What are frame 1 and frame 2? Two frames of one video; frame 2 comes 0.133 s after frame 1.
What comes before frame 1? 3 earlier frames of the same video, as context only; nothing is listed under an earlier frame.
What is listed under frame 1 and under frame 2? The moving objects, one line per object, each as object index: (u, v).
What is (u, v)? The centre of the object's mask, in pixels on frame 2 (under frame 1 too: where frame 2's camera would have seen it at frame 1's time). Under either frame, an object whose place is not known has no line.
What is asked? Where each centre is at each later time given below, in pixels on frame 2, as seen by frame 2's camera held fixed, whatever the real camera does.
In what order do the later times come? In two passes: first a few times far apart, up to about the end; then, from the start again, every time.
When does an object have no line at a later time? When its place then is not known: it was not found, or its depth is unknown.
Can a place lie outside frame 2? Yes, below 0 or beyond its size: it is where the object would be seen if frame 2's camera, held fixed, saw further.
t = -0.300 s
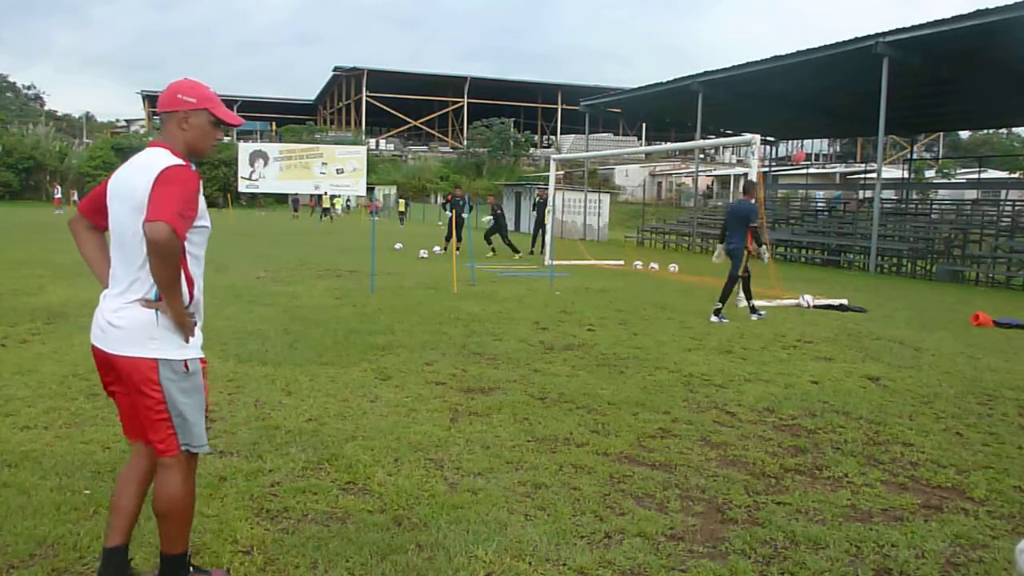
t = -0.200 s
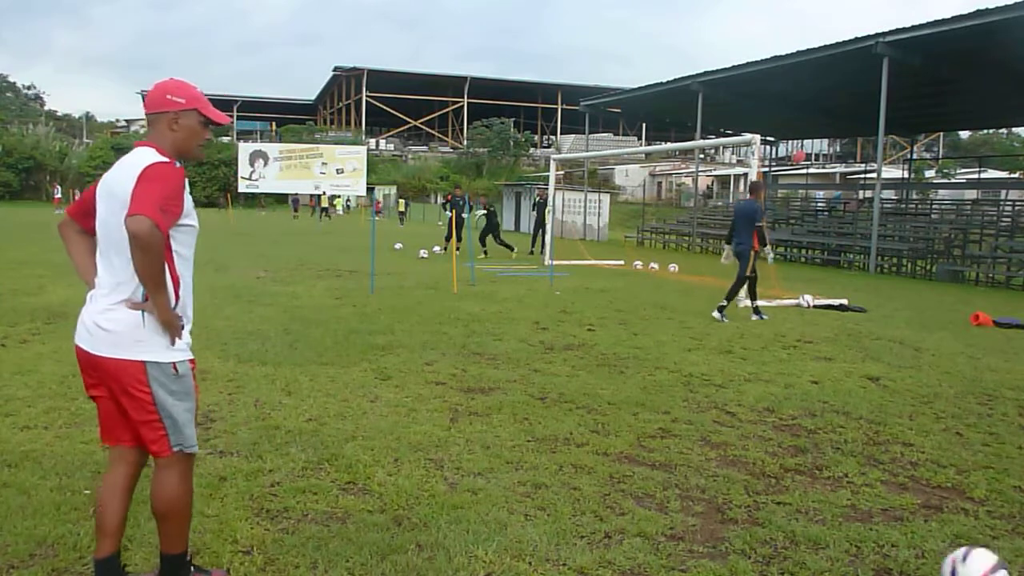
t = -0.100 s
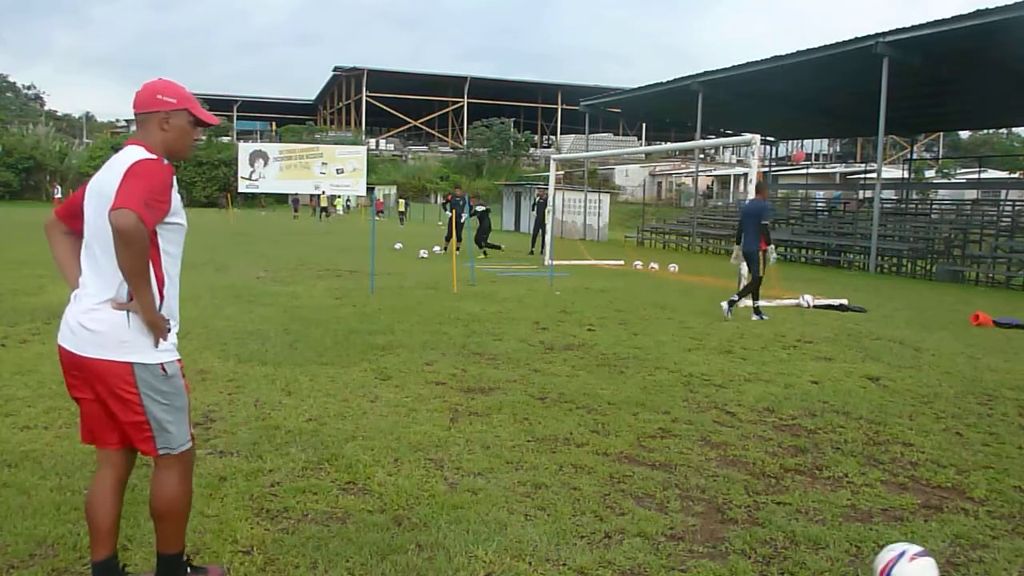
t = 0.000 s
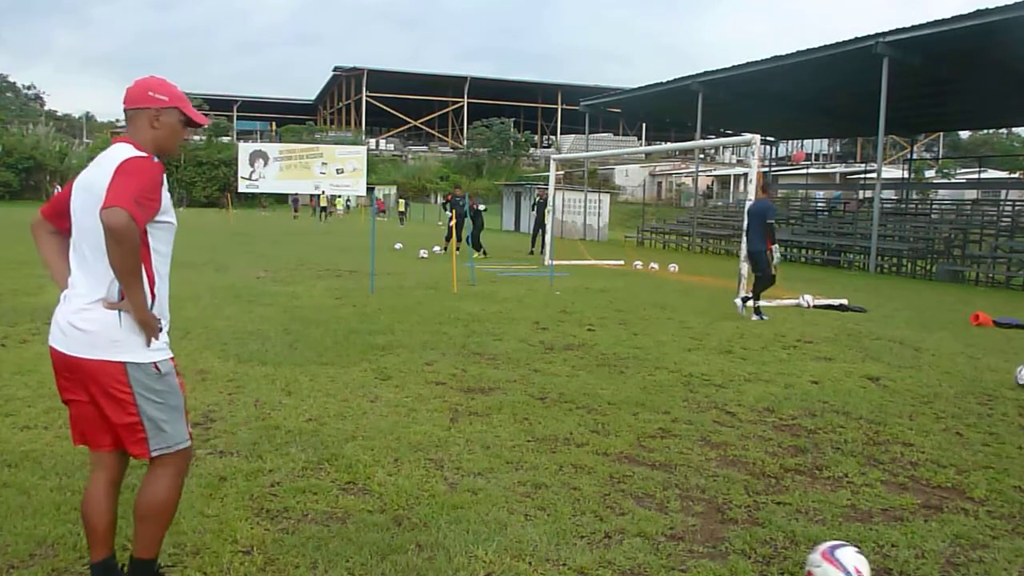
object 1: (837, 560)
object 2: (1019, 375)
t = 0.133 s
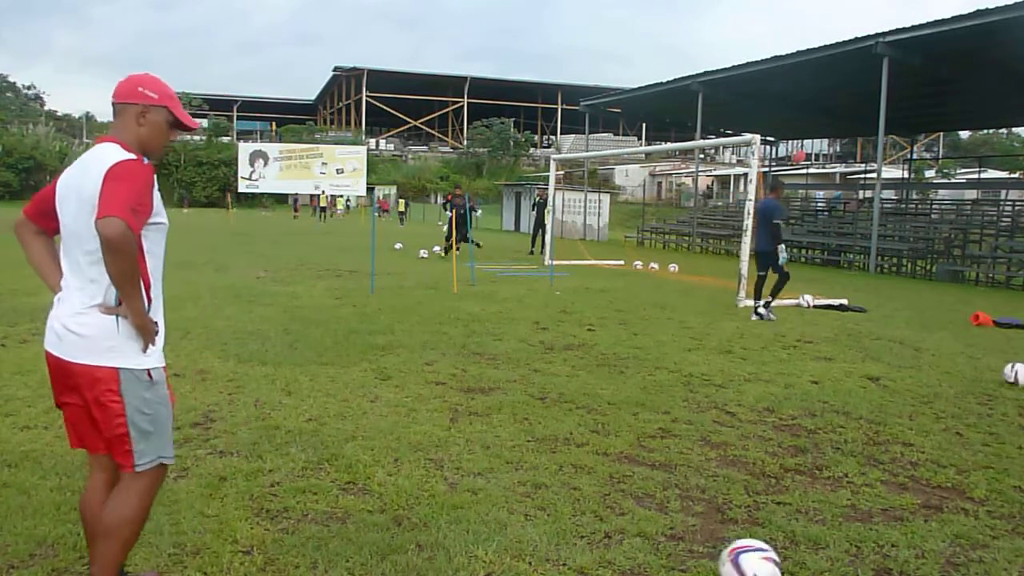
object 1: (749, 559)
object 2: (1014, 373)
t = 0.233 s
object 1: (684, 557)
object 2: (1008, 372)
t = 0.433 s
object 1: (564, 555)
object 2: (997, 369)
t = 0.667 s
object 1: (435, 550)
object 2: (991, 367)
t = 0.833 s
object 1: (351, 544)
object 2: (988, 365)
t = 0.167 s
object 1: (727, 558)
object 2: (1012, 373)
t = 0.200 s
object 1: (706, 557)
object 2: (1011, 373)
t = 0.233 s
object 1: (684, 557)
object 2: (1008, 372)
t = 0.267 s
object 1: (663, 558)
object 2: (1006, 372)
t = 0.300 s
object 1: (643, 558)
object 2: (1003, 371)
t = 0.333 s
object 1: (623, 556)
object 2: (1002, 370)
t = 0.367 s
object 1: (604, 555)
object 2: (1000, 370)
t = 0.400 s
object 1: (584, 555)
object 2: (998, 369)
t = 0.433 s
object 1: (564, 555)
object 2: (997, 369)
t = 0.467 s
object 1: (544, 554)
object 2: (996, 369)
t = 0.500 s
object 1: (525, 553)
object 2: (995, 368)
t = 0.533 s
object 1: (506, 555)
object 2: (995, 368)
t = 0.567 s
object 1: (488, 552)
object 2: (994, 368)
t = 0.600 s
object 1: (470, 550)
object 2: (993, 368)
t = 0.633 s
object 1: (452, 550)
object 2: (992, 367)
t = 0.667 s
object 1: (435, 550)
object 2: (991, 367)
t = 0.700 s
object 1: (418, 550)
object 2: (991, 367)
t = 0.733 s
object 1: (400, 549)
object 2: (990, 366)
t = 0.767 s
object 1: (383, 548)
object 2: (989, 366)
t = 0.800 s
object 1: (367, 547)
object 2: (988, 366)
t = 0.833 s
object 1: (351, 544)
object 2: (988, 365)
